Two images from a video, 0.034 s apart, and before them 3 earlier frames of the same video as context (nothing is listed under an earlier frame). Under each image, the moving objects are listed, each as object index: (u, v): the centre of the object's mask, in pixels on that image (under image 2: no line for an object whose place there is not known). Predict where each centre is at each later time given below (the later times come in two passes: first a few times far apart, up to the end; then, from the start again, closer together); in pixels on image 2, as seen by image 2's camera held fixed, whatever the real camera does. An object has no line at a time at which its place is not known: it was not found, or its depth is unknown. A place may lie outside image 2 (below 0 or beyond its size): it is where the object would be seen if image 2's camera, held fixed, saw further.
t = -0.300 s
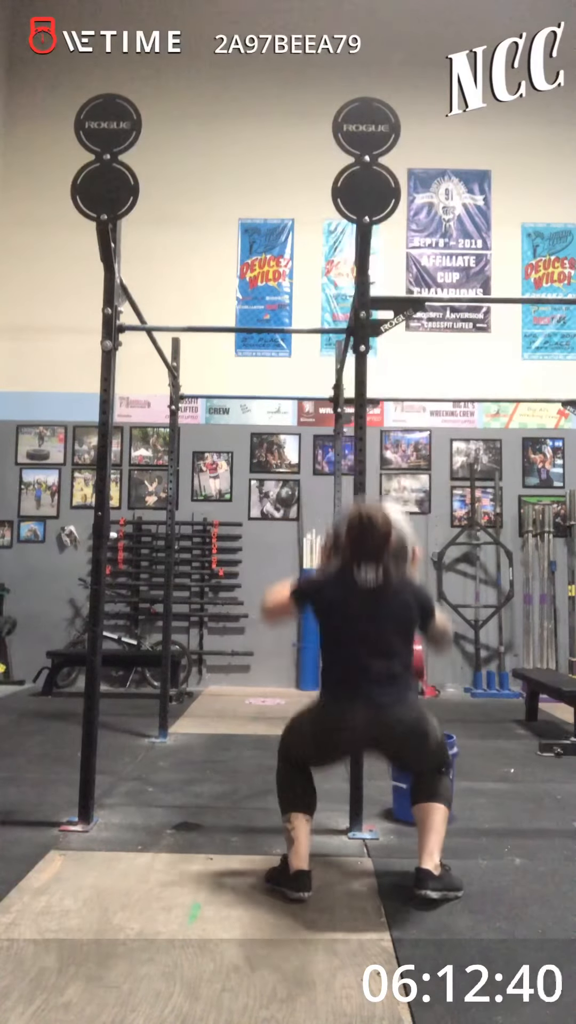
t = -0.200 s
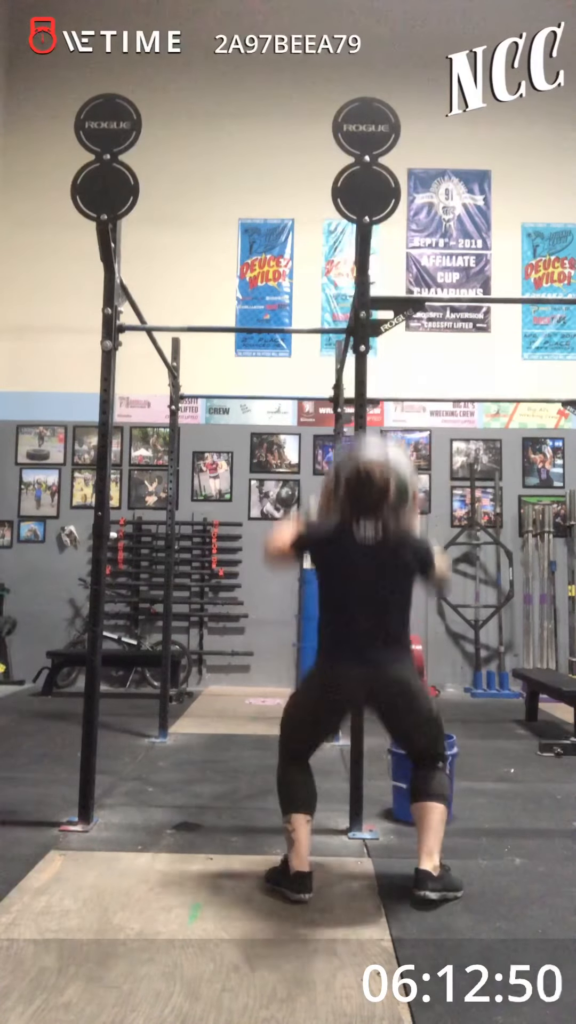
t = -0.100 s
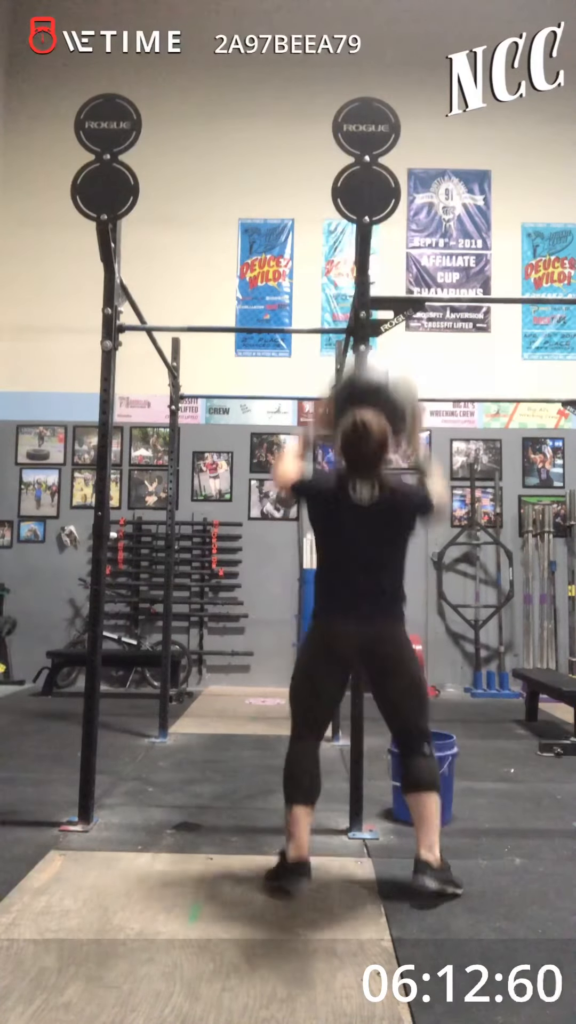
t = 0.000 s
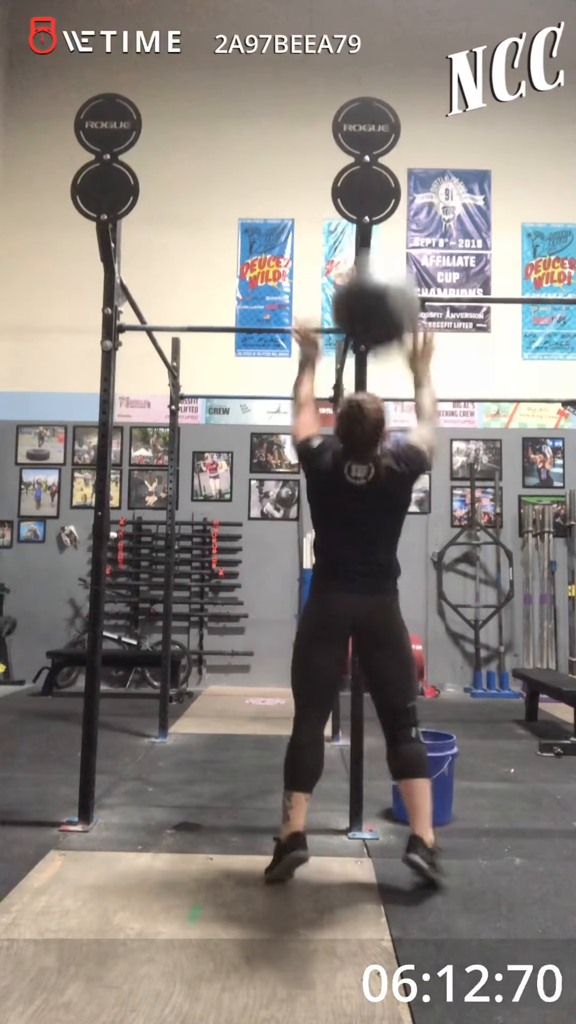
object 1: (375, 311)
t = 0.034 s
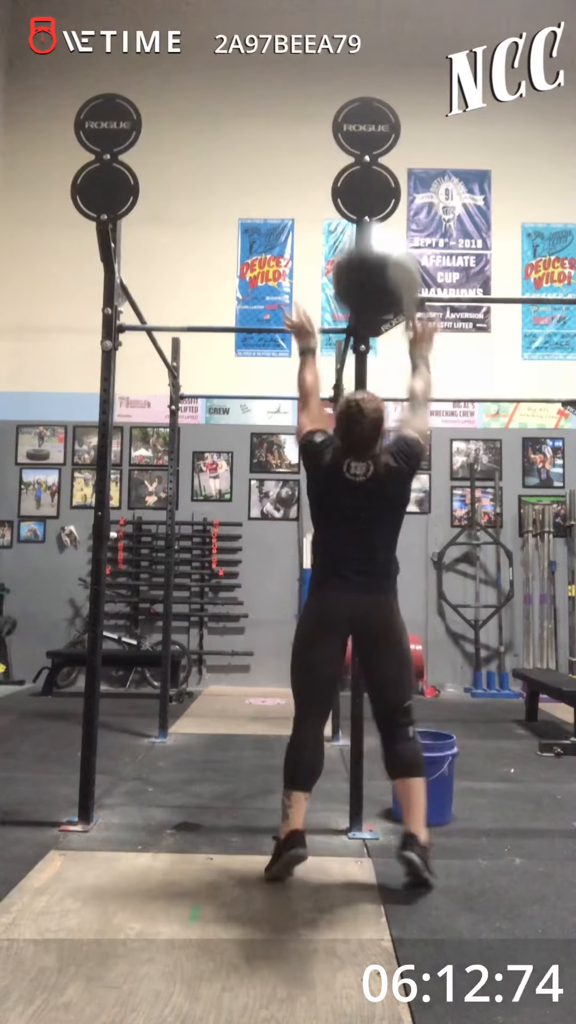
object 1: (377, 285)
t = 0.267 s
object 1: (375, 164)
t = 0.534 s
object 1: (376, 182)
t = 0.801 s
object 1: (375, 362)
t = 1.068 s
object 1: (375, 739)
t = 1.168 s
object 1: (380, 800)
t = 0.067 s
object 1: (376, 248)
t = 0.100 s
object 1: (375, 227)
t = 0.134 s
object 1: (375, 208)
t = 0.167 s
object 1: (375, 194)
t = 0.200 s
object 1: (375, 181)
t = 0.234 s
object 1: (375, 171)
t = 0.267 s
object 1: (375, 164)
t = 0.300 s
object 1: (376, 157)
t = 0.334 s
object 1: (376, 155)
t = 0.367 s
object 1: (376, 155)
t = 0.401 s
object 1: (376, 155)
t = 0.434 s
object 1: (376, 159)
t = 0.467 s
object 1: (376, 165)
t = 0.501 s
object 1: (376, 172)
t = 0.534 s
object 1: (376, 182)
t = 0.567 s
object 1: (376, 194)
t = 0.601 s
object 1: (376, 210)
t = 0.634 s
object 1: (376, 227)
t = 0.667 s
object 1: (376, 249)
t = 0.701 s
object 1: (376, 282)
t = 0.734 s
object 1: (376, 309)
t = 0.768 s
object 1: (378, 331)
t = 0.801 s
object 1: (375, 362)
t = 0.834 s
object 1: (376, 399)
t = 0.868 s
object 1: (375, 439)
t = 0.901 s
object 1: (376, 478)
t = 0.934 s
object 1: (383, 517)
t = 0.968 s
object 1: (384, 562)
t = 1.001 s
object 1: (373, 646)
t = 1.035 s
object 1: (376, 684)
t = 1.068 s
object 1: (375, 739)
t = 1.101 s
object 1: (377, 806)
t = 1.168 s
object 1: (380, 800)
